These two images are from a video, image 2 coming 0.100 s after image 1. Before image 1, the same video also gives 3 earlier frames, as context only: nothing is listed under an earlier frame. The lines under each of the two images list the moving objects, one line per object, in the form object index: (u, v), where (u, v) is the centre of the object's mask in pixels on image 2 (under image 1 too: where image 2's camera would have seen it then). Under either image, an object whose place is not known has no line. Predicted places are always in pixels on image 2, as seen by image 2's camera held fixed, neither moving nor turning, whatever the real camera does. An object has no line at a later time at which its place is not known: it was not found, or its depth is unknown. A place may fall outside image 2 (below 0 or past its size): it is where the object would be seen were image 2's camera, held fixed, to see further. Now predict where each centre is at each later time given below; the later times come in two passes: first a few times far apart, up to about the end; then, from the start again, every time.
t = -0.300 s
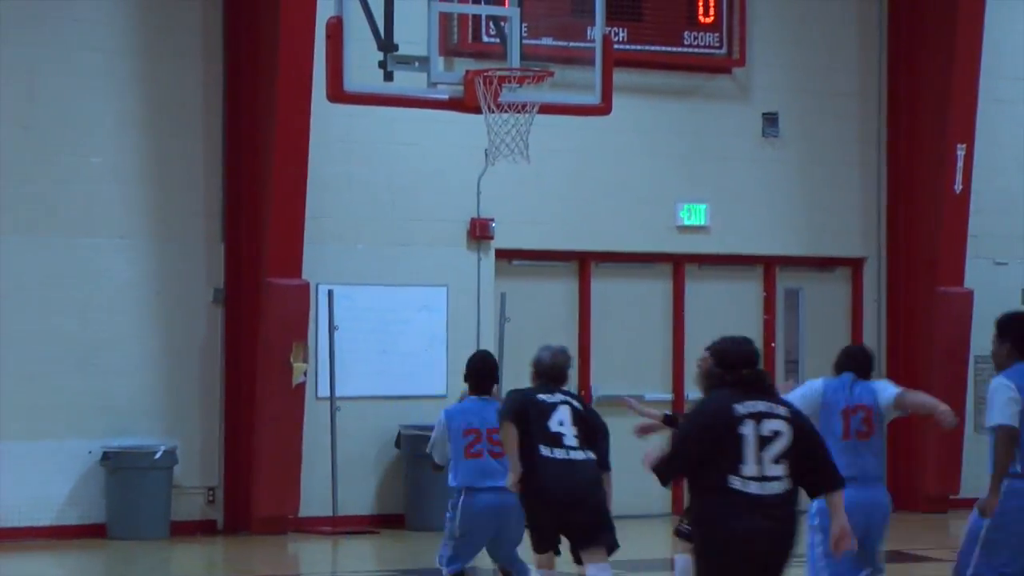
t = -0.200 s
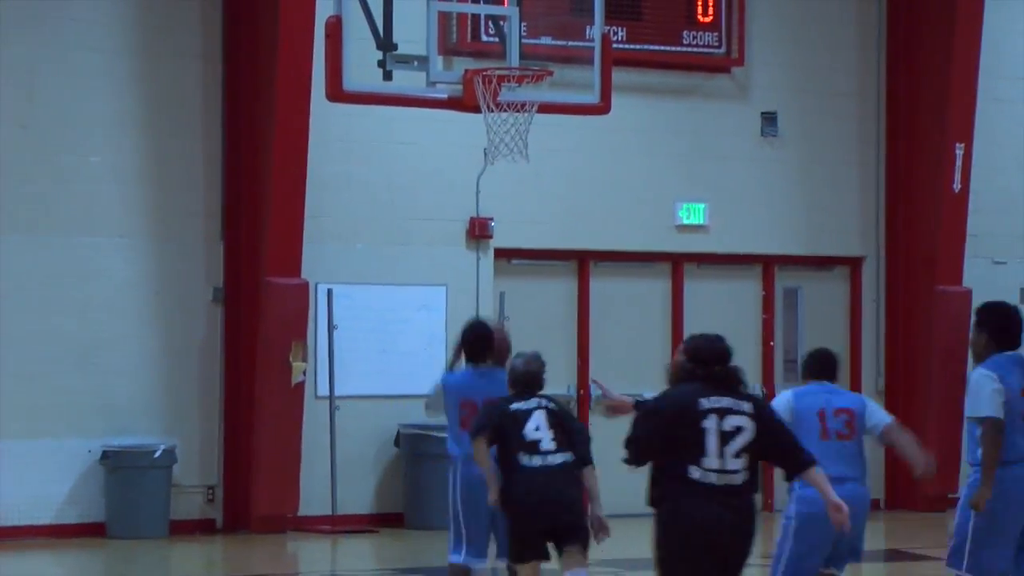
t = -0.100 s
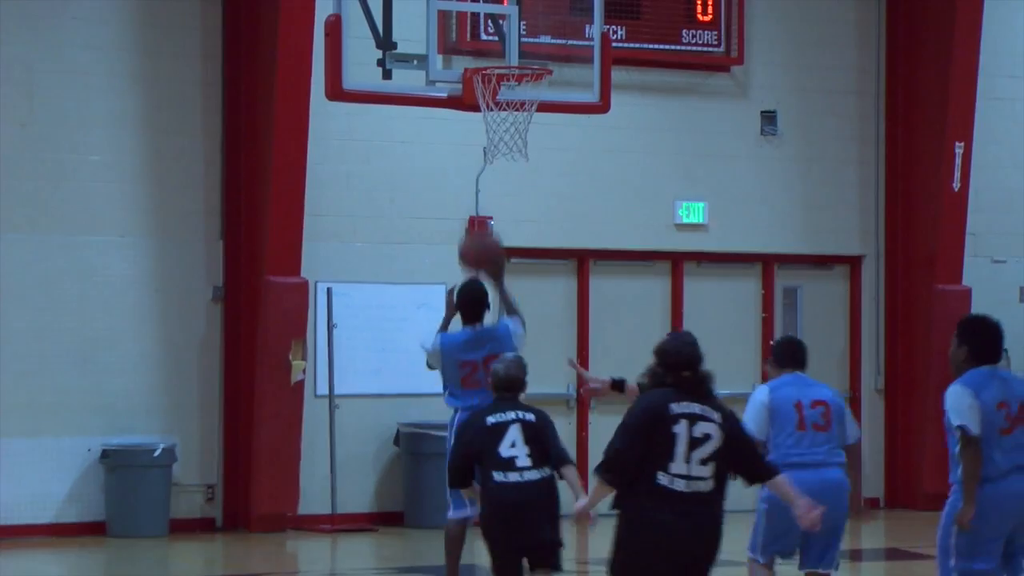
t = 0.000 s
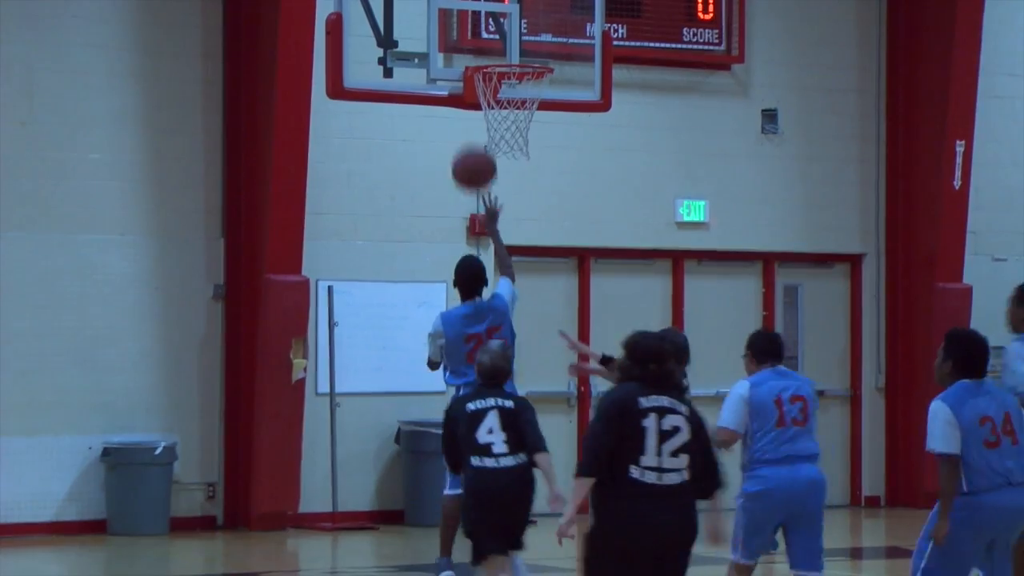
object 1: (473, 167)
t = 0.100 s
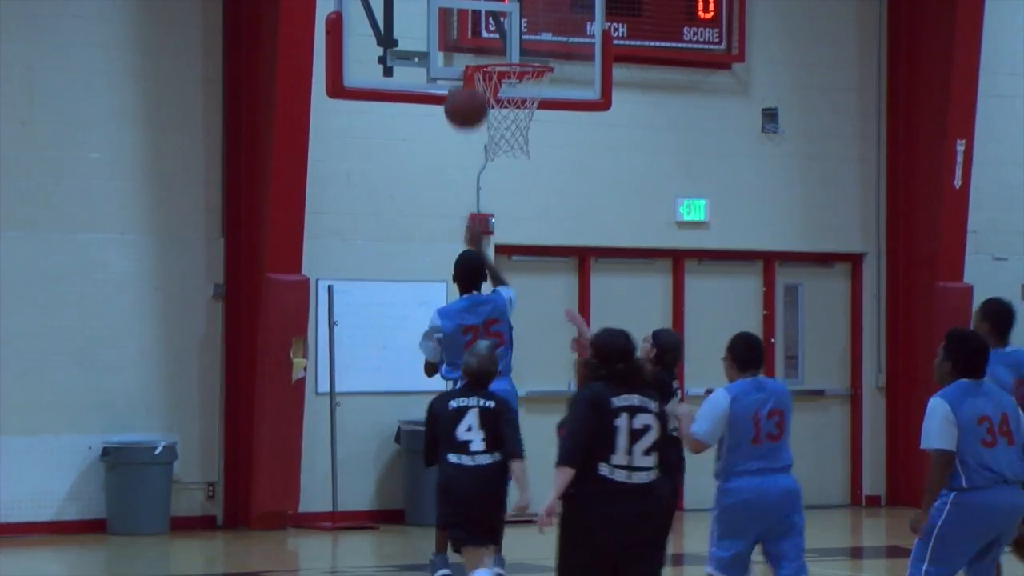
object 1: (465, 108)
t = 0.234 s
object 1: (455, 58)
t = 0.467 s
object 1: (436, 52)
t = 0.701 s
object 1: (421, 97)
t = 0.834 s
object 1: (391, 154)
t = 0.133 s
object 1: (463, 92)
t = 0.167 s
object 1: (461, 79)
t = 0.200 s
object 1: (458, 66)
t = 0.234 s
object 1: (455, 58)
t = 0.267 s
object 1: (452, 51)
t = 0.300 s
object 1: (450, 46)
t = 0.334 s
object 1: (447, 44)
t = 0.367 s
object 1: (444, 43)
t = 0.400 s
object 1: (442, 44)
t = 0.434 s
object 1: (439, 47)
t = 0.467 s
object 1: (436, 52)
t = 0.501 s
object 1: (434, 59)
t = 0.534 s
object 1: (436, 65)
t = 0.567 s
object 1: (446, 71)
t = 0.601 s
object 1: (443, 75)
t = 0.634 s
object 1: (435, 81)
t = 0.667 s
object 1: (428, 87)
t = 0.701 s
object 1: (421, 97)
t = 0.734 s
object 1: (413, 109)
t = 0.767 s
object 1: (406, 122)
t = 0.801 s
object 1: (398, 137)
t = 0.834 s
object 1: (391, 154)
